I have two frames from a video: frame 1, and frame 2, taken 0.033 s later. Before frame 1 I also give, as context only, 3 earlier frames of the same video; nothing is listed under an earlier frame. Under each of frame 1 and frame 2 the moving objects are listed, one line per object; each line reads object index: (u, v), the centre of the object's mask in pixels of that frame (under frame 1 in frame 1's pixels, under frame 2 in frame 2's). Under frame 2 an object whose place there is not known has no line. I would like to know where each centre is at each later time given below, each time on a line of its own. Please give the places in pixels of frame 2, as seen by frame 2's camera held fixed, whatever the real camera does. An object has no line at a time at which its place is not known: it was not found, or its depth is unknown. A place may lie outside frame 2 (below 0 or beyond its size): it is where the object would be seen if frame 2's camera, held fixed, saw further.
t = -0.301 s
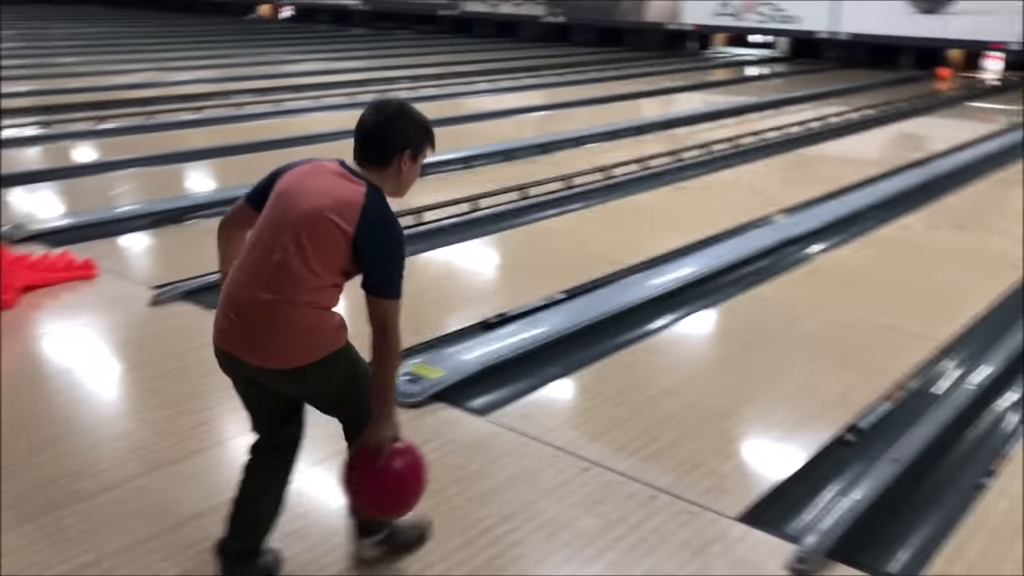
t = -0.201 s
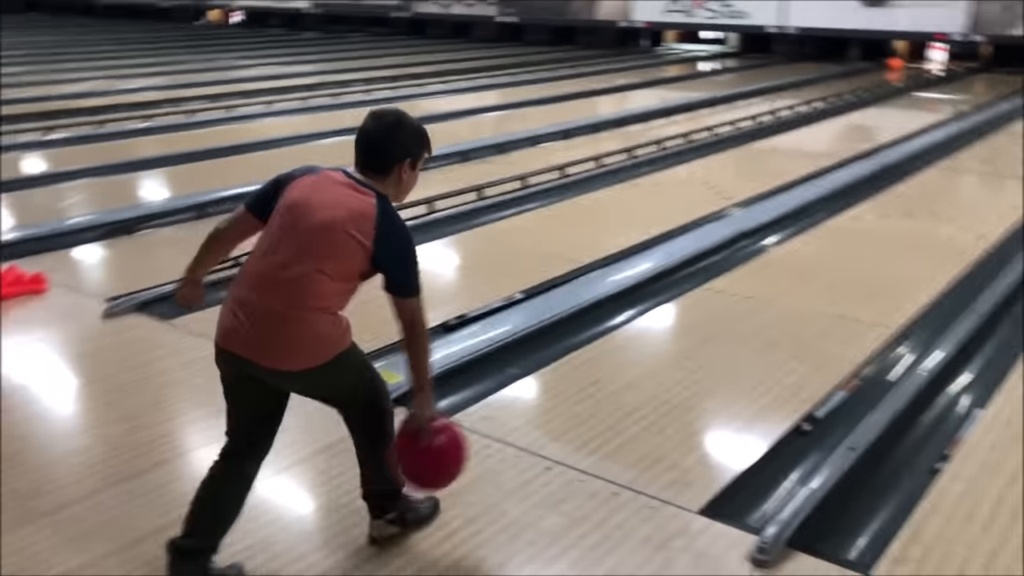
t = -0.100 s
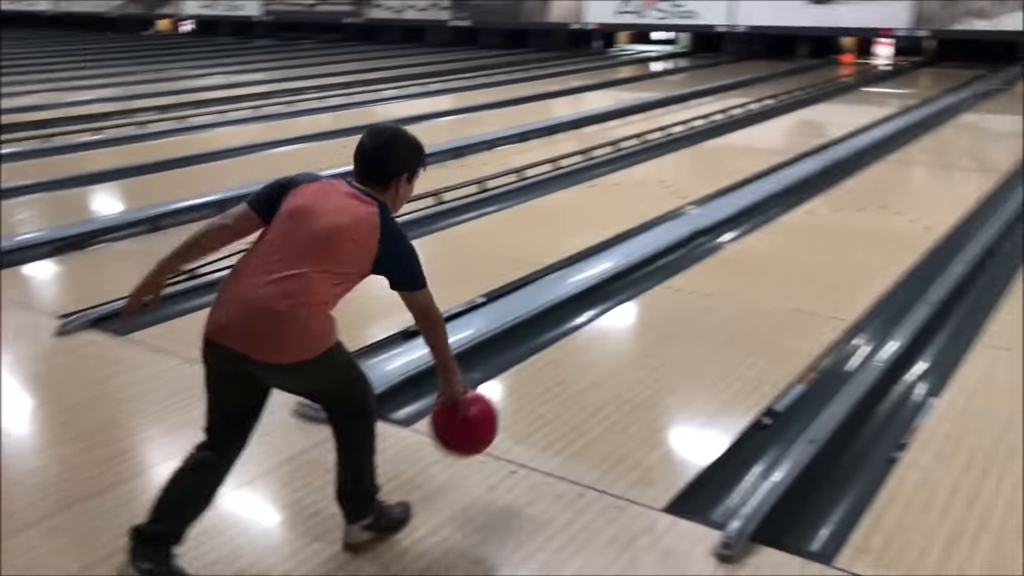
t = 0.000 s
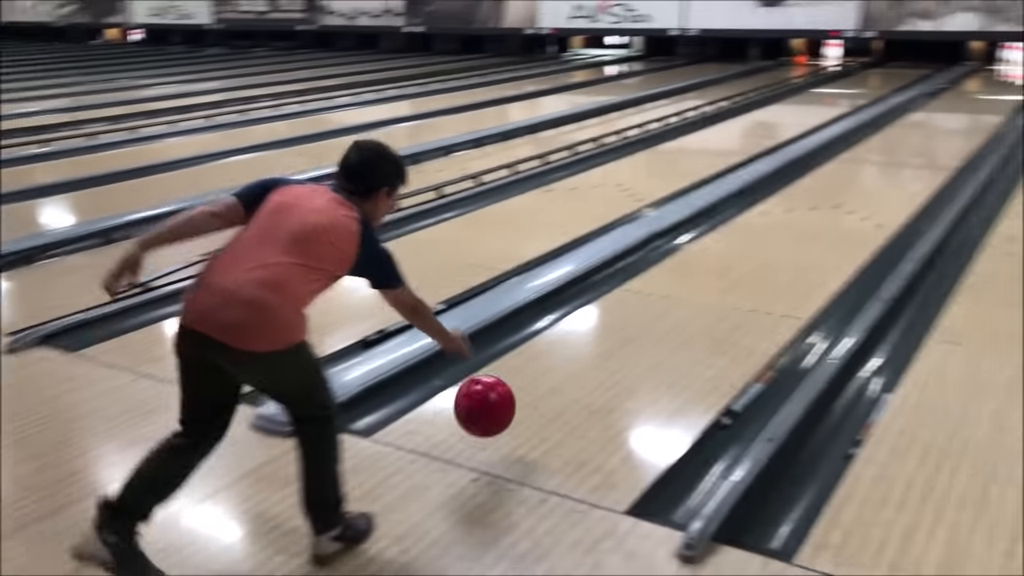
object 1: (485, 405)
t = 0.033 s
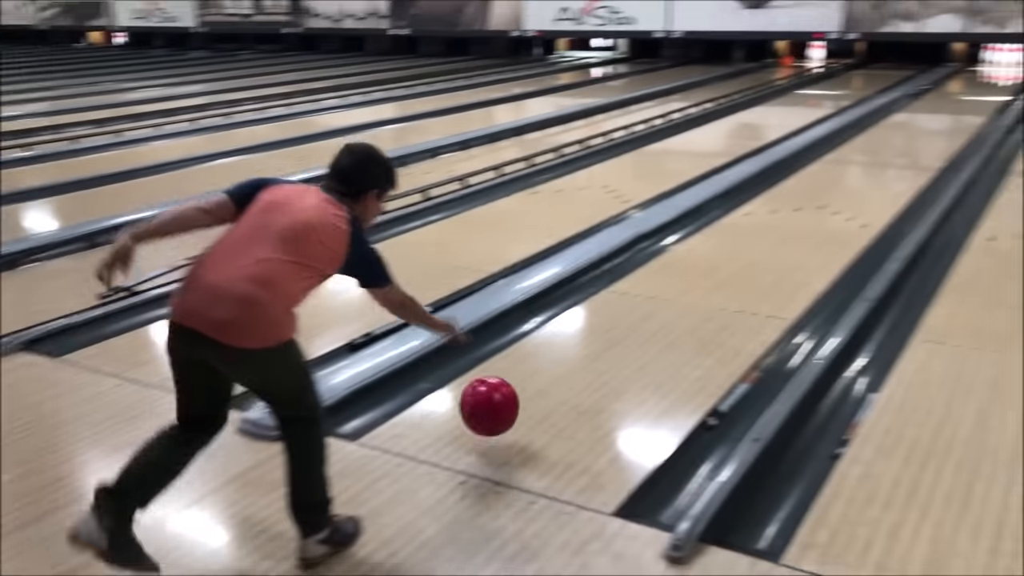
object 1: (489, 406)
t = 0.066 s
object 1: (504, 406)
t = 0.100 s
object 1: (518, 400)
